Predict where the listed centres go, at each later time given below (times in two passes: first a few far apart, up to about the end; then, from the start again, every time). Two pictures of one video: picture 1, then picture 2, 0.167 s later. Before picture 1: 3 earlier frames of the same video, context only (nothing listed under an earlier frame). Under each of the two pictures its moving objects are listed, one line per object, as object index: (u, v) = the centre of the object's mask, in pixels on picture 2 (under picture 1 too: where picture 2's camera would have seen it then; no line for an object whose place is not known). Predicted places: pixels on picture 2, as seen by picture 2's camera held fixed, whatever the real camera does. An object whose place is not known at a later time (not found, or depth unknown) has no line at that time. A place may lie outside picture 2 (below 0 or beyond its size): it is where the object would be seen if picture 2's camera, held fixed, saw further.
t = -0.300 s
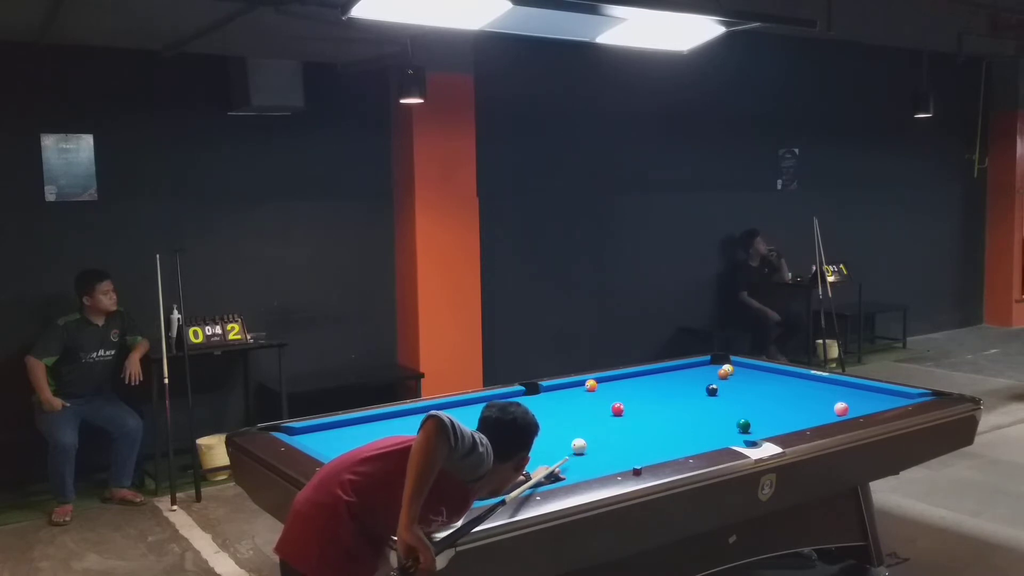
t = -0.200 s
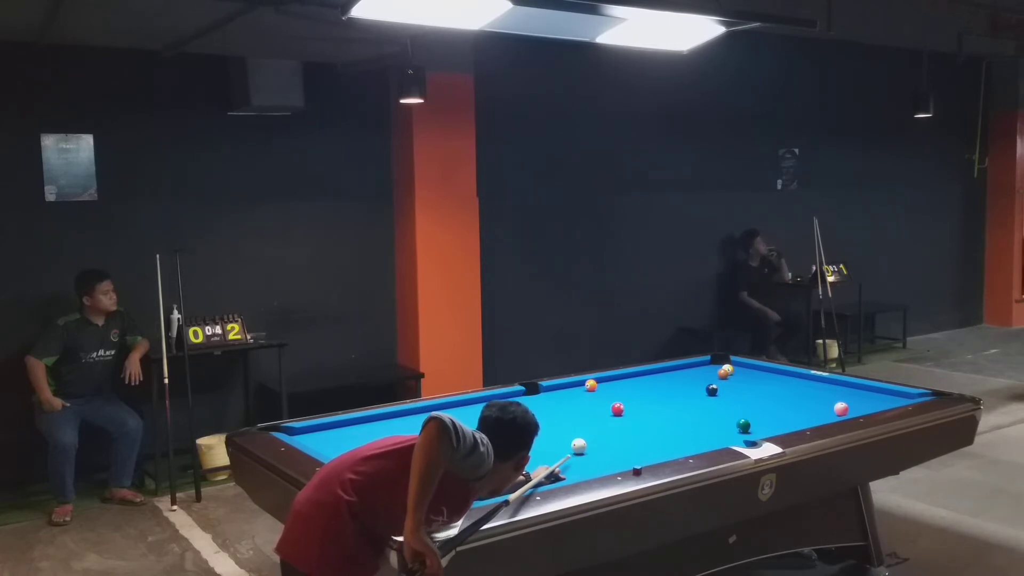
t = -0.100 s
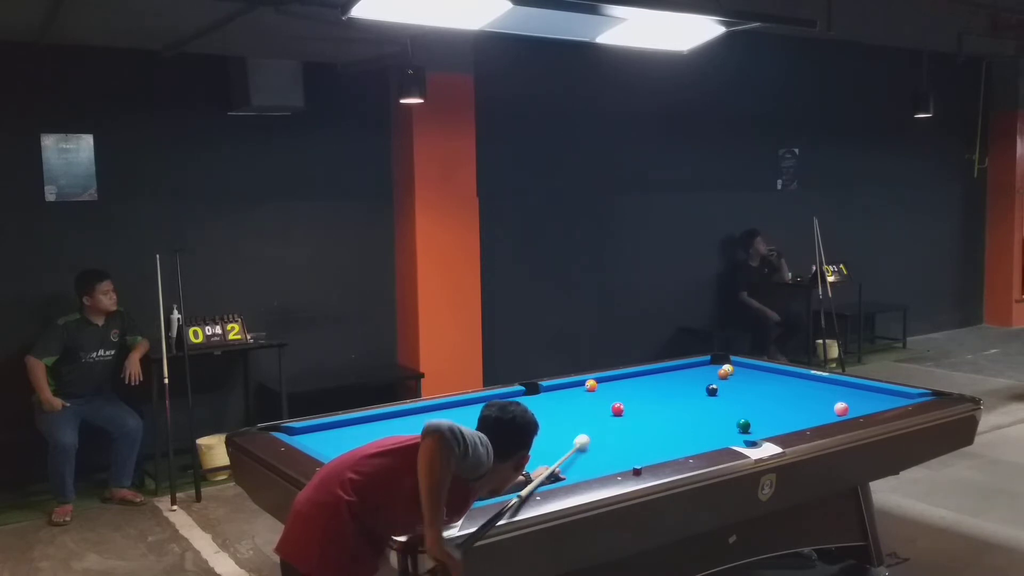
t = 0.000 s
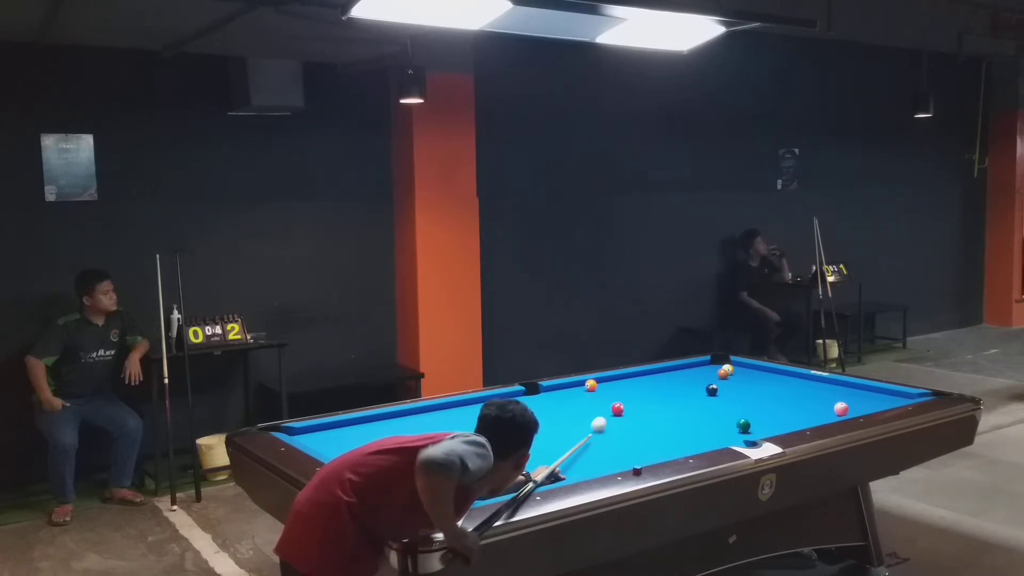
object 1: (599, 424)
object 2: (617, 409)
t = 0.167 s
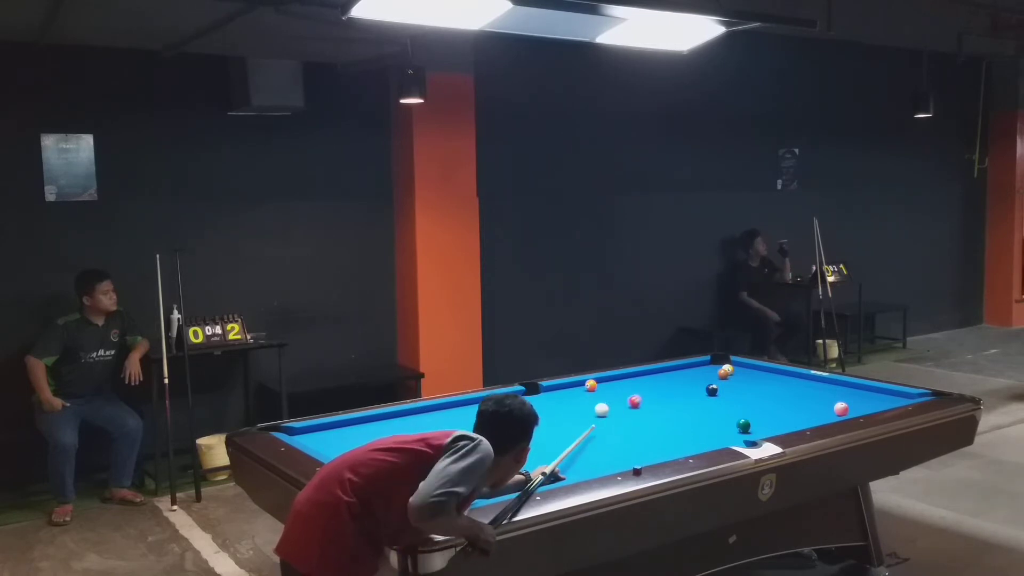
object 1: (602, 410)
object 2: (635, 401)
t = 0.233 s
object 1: (595, 408)
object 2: (647, 395)
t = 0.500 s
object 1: (574, 401)
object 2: (685, 379)
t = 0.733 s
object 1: (558, 395)
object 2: (711, 368)
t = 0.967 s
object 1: (543, 390)
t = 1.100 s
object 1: (535, 390)
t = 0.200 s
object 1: (598, 409)
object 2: (641, 398)
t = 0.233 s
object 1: (595, 408)
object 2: (647, 395)
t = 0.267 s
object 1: (592, 407)
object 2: (653, 393)
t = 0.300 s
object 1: (590, 406)
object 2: (659, 391)
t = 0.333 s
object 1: (587, 405)
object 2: (664, 388)
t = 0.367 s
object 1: (584, 404)
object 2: (668, 386)
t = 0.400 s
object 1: (582, 403)
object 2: (673, 384)
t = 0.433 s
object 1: (579, 402)
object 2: (677, 383)
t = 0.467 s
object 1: (577, 402)
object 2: (681, 381)
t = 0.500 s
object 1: (574, 401)
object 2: (685, 379)
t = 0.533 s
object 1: (572, 400)
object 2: (689, 378)
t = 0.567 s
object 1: (570, 399)
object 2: (693, 376)
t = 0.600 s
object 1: (567, 398)
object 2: (697, 374)
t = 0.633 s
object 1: (565, 397)
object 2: (700, 372)
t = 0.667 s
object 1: (563, 396)
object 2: (704, 371)
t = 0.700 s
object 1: (560, 396)
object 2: (708, 369)
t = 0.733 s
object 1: (558, 395)
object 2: (711, 368)
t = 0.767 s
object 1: (556, 394)
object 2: (714, 366)
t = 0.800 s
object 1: (553, 393)
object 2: (717, 364)
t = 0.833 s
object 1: (551, 393)
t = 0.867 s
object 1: (549, 392)
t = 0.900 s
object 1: (547, 391)
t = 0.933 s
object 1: (545, 390)
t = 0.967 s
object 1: (543, 390)
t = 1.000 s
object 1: (541, 389)
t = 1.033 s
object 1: (539, 388)
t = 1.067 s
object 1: (537, 388)
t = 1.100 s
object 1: (535, 390)
